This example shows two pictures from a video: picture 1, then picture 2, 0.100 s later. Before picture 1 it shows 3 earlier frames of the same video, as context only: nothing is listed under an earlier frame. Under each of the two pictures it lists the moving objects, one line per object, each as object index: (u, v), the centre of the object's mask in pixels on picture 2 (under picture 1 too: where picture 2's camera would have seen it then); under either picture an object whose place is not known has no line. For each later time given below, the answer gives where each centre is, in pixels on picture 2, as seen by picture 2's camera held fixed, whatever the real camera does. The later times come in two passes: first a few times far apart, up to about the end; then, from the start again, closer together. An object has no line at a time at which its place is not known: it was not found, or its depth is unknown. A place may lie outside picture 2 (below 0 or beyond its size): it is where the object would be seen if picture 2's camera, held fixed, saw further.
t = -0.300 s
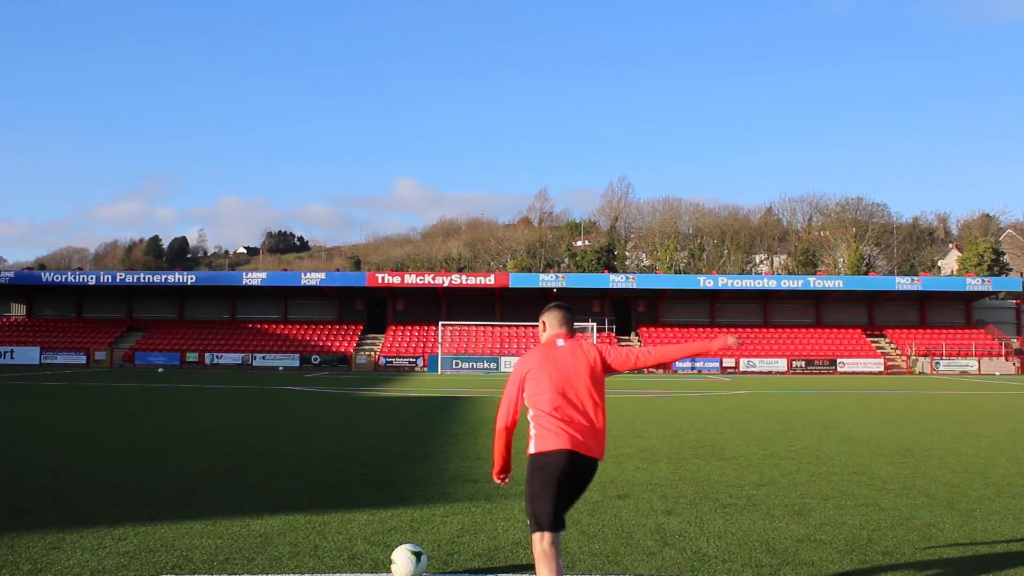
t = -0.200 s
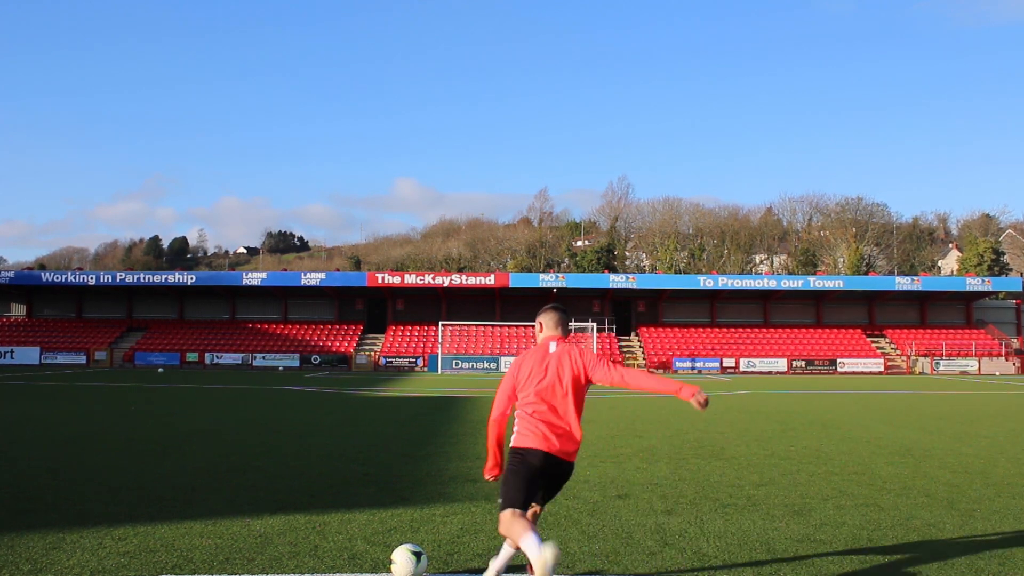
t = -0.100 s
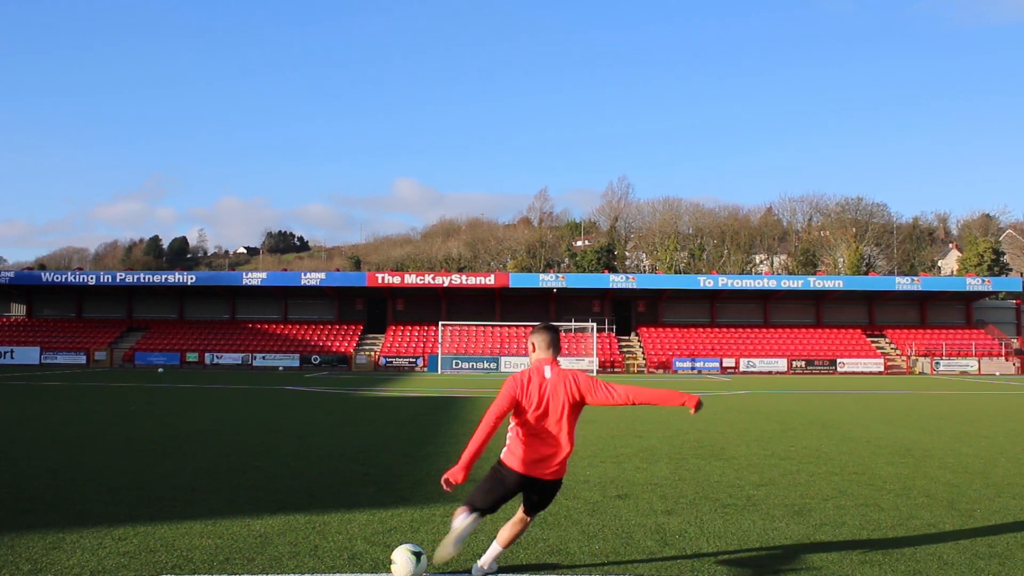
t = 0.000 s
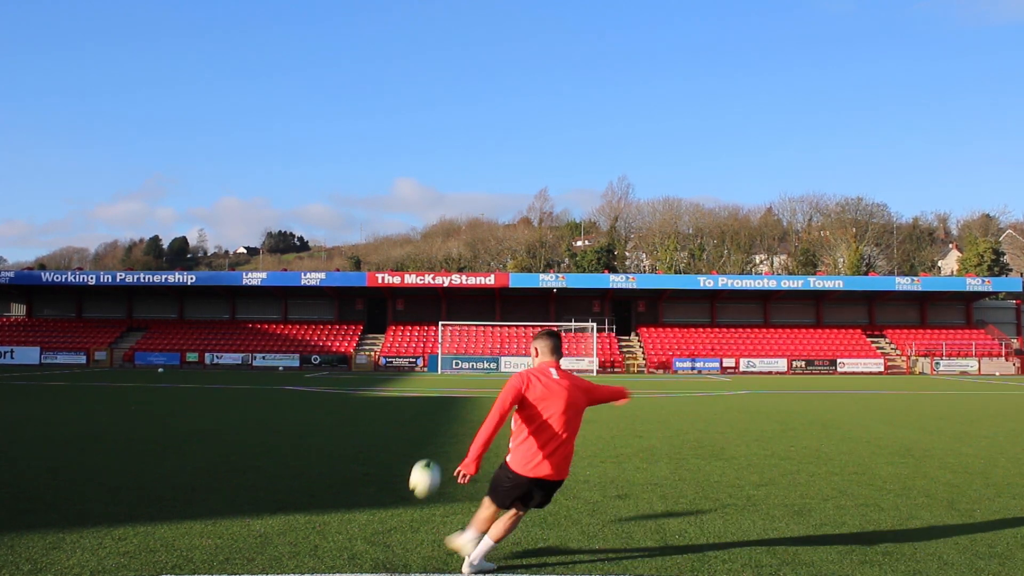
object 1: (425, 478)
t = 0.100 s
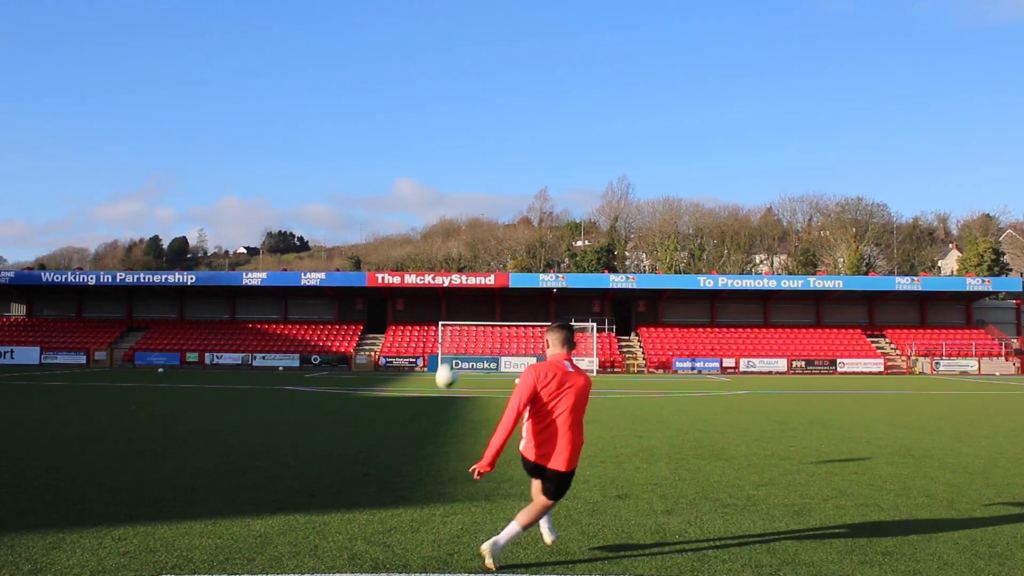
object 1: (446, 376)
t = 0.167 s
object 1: (455, 333)
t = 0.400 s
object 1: (468, 252)
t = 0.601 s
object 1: (470, 222)
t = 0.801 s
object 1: (470, 208)
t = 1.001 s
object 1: (467, 205)
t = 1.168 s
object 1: (465, 207)
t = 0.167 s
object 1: (455, 333)
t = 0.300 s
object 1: (465, 277)
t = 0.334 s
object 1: (466, 268)
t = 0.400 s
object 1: (468, 252)
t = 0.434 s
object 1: (469, 246)
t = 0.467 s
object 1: (469, 240)
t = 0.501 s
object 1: (470, 234)
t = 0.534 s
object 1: (470, 230)
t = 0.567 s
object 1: (470, 226)
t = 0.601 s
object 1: (470, 222)
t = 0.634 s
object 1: (470, 219)
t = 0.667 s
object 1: (470, 216)
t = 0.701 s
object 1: (470, 213)
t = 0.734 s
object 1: (470, 211)
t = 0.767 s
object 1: (470, 209)
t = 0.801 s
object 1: (470, 208)
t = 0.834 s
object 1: (469, 207)
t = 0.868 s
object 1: (469, 206)
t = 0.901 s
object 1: (469, 205)
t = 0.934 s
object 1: (469, 205)
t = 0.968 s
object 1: (468, 205)
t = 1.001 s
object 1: (467, 205)
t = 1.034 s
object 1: (467, 205)
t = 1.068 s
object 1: (467, 205)
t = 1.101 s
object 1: (466, 206)
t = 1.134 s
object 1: (466, 206)
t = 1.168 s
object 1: (465, 207)
